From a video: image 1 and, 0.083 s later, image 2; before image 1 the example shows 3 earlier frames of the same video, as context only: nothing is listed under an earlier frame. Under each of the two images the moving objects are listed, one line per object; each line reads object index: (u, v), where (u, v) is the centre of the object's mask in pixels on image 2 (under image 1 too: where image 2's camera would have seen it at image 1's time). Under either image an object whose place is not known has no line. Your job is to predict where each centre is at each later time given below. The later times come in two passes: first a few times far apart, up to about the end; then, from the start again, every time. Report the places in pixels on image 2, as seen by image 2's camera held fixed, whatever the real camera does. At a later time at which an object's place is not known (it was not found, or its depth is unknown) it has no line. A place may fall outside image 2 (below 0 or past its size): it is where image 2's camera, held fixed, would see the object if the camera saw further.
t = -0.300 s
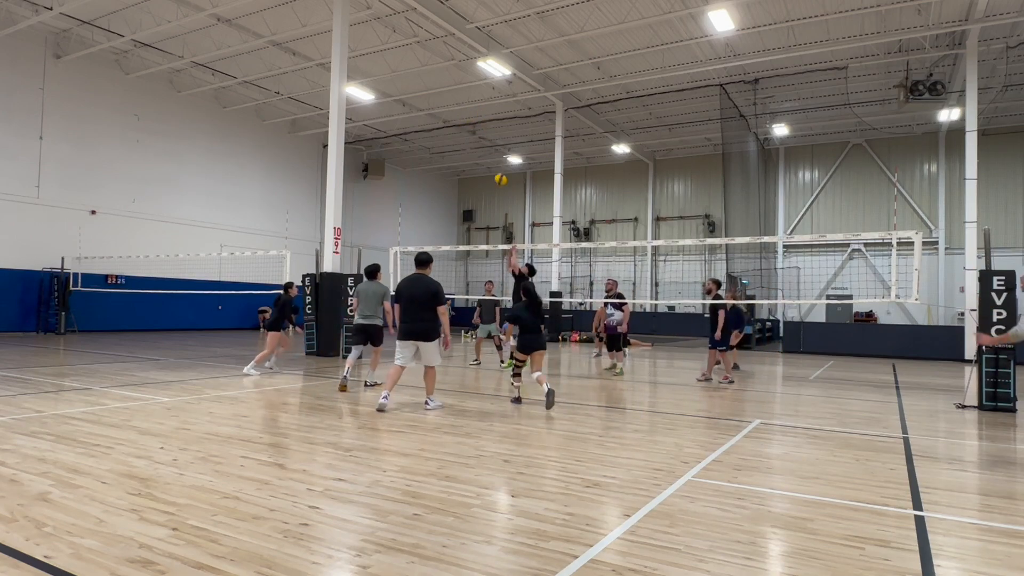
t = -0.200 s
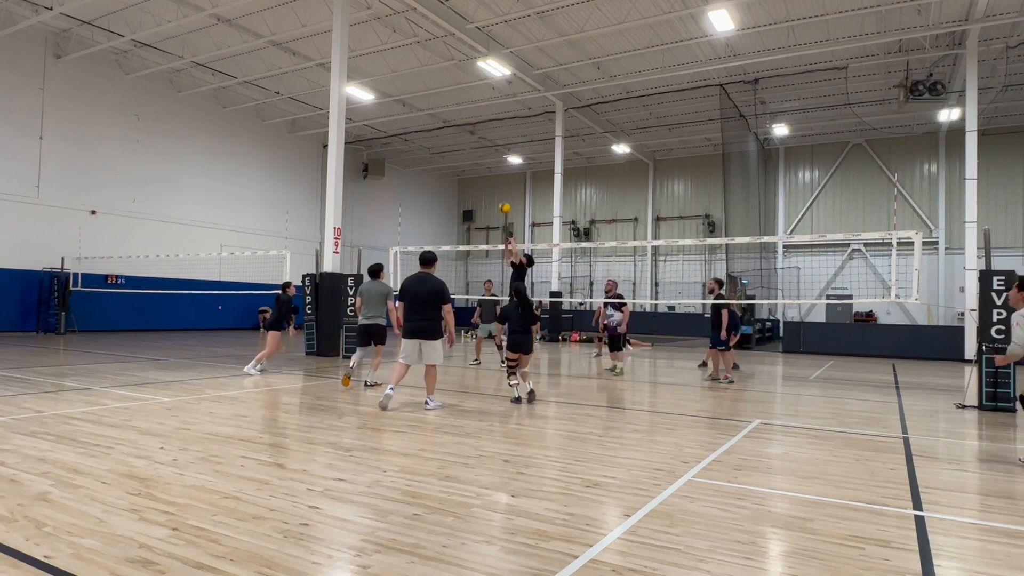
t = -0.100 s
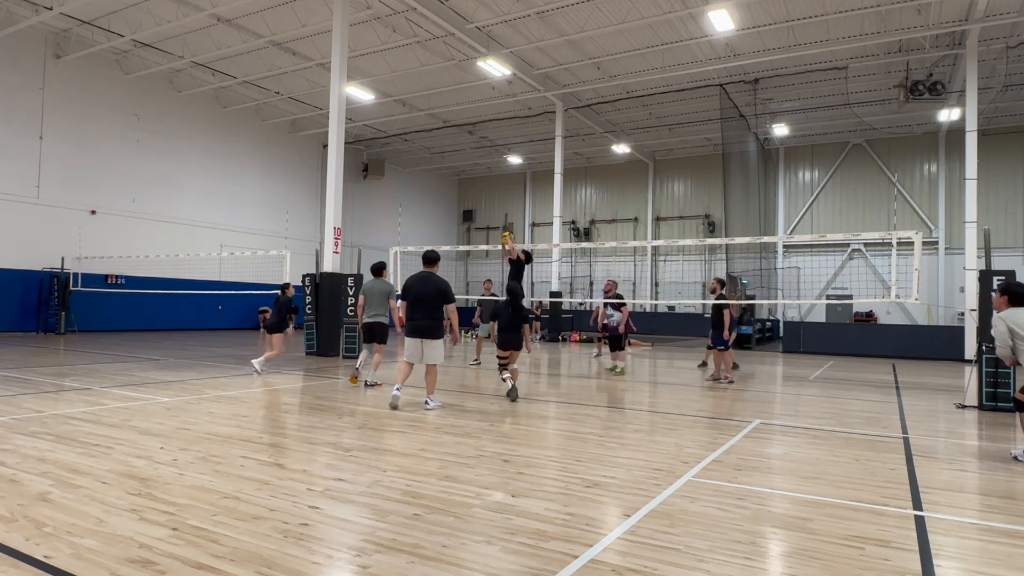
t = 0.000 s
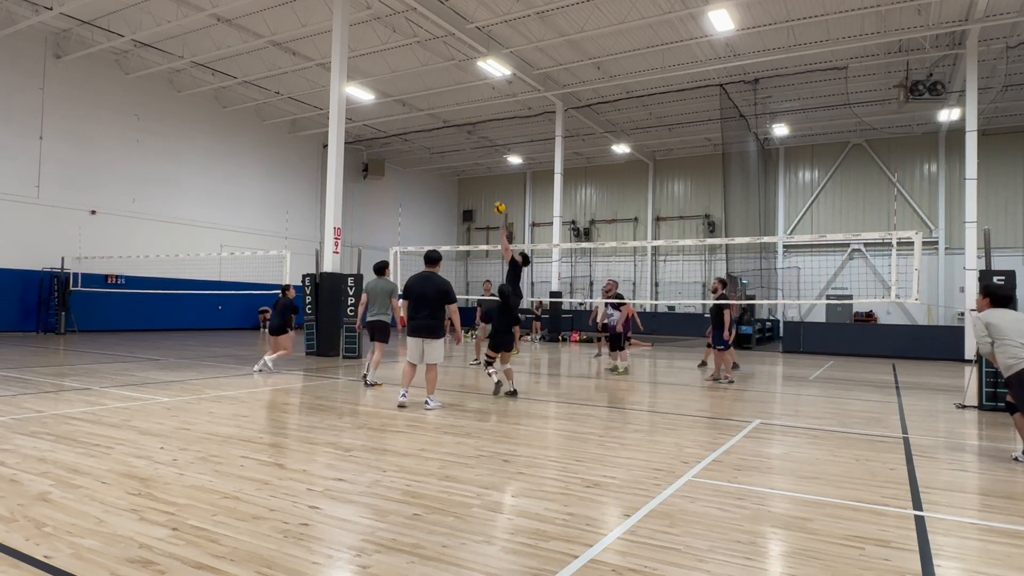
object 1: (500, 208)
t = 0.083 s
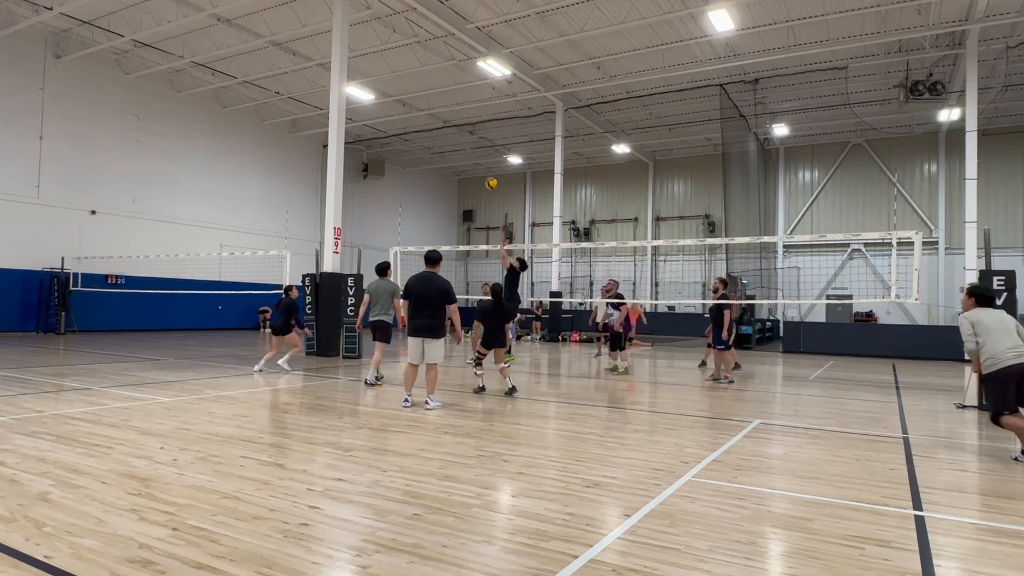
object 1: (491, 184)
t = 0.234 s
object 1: (477, 150)
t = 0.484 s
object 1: (453, 122)
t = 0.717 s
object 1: (431, 127)
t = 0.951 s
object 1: (409, 161)
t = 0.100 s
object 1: (489, 180)
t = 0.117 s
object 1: (488, 176)
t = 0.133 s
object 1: (487, 171)
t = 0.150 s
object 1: (485, 167)
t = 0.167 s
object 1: (483, 164)
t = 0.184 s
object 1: (482, 160)
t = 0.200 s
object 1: (480, 156)
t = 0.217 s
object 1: (479, 153)
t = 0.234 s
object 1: (477, 150)
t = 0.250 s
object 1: (475, 147)
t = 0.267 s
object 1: (474, 145)
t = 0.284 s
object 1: (472, 142)
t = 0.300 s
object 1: (471, 139)
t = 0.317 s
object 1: (469, 137)
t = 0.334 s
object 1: (468, 135)
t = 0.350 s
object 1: (466, 133)
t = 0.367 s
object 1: (465, 131)
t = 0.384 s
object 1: (463, 130)
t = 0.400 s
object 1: (461, 128)
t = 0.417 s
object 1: (460, 127)
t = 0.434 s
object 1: (458, 125)
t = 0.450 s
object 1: (457, 124)
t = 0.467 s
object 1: (455, 123)
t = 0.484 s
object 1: (453, 122)
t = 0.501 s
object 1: (452, 122)
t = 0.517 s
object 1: (450, 121)
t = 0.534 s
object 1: (449, 121)
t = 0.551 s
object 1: (447, 121)
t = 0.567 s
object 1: (446, 121)
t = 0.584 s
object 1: (444, 121)
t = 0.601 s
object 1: (443, 121)
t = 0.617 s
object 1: (441, 122)
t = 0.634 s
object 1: (439, 122)
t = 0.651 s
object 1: (438, 123)
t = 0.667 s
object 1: (437, 124)
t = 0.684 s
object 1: (435, 125)
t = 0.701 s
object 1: (433, 126)
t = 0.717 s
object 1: (431, 127)
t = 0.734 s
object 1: (430, 129)
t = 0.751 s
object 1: (428, 130)
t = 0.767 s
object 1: (427, 132)
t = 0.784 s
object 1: (425, 134)
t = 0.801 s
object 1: (423, 136)
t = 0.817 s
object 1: (422, 138)
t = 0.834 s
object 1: (420, 140)
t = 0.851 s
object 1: (418, 143)
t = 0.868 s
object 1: (417, 146)
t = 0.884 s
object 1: (415, 148)
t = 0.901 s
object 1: (413, 151)
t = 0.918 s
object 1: (412, 154)
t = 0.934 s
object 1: (410, 158)
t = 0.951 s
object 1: (409, 161)
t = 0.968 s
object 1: (407, 164)
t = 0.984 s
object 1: (406, 168)
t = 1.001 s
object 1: (404, 172)
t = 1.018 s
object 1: (402, 175)
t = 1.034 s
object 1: (400, 179)
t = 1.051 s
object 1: (399, 184)
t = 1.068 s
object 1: (397, 189)
